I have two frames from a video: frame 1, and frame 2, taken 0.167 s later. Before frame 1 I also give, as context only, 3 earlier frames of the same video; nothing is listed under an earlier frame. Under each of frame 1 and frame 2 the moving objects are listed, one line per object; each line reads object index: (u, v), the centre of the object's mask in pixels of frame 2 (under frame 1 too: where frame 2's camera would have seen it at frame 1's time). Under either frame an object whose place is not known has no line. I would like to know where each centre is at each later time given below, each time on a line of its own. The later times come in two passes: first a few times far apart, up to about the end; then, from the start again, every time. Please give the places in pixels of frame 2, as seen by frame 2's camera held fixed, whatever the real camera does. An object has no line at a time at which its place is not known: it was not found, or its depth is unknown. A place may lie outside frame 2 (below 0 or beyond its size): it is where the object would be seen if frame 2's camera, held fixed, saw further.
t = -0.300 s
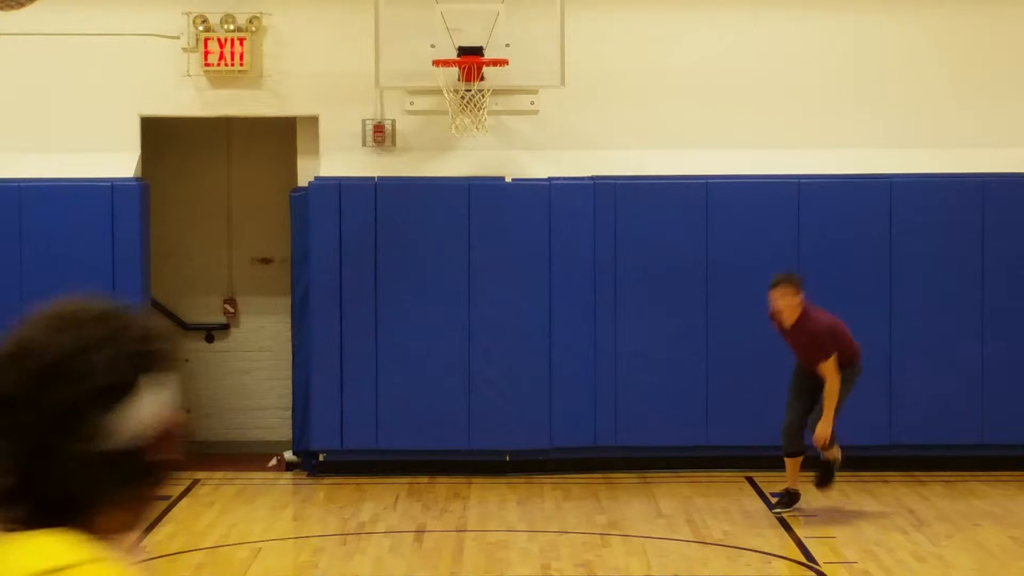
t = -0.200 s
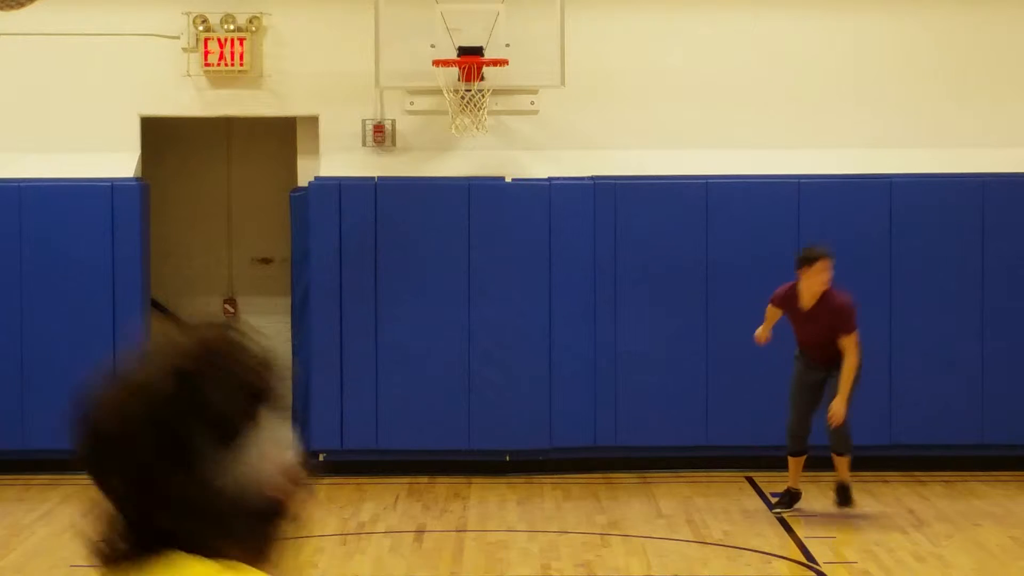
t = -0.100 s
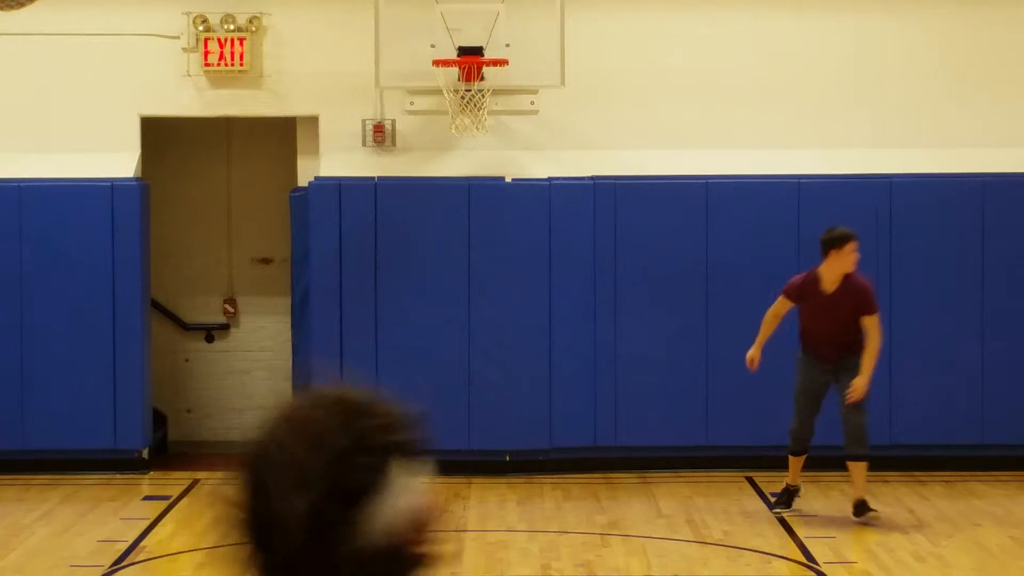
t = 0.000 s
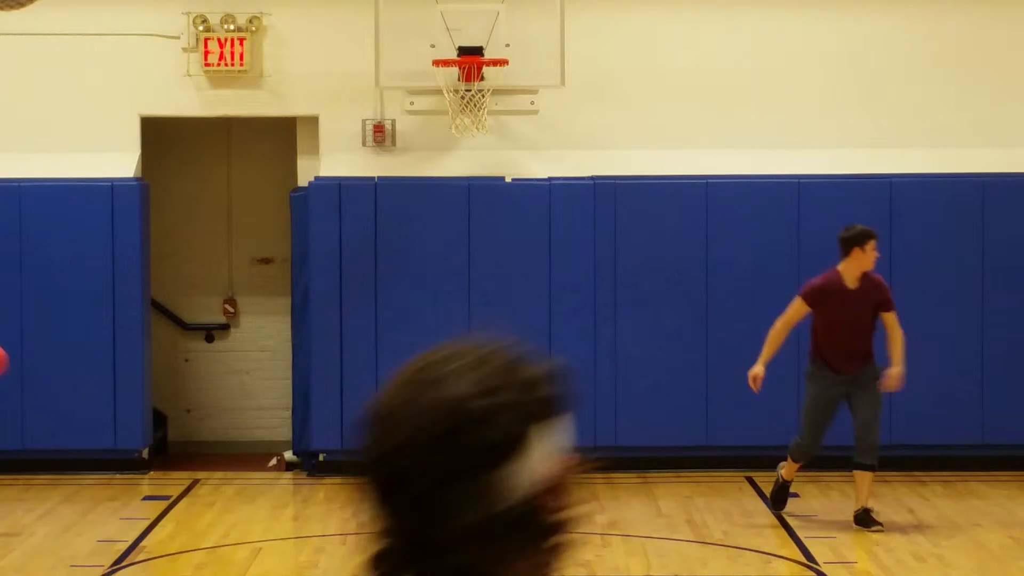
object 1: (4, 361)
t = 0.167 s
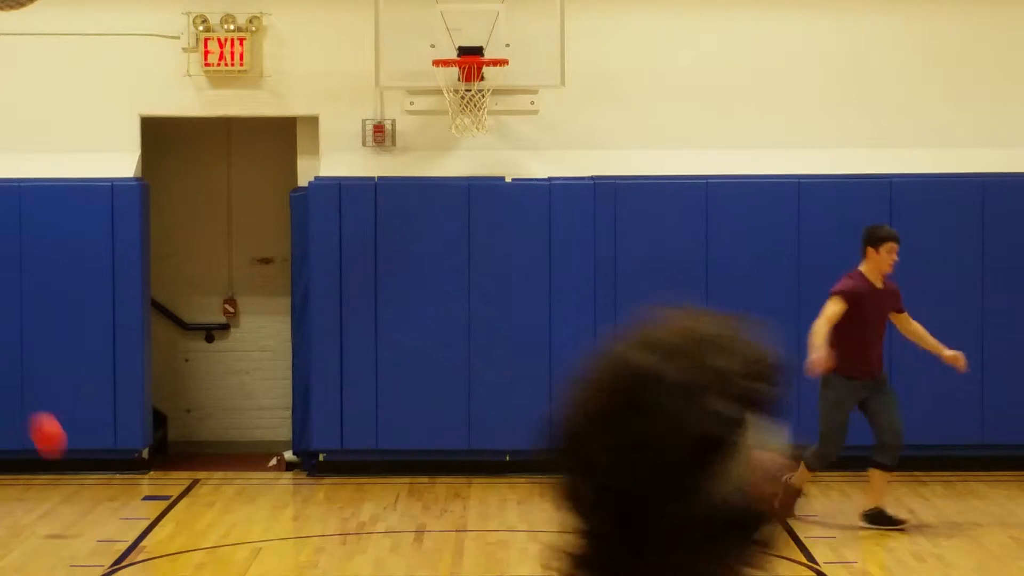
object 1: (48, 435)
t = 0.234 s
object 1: (69, 475)
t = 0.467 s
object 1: (146, 446)
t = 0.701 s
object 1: (219, 406)
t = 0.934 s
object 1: (294, 462)
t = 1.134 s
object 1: (356, 512)
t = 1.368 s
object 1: (424, 451)
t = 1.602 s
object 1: (491, 484)
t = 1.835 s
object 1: (558, 515)
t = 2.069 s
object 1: (619, 482)
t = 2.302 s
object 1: (681, 555)
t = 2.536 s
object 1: (743, 507)
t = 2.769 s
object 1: (804, 542)
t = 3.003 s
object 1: (864, 530)
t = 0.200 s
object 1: (59, 455)
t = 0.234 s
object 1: (69, 475)
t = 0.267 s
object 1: (82, 504)
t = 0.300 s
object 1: (94, 525)
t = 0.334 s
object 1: (105, 509)
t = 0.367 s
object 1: (116, 488)
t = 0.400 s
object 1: (127, 472)
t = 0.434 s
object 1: (136, 458)
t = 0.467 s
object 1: (146, 446)
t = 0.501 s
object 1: (156, 434)
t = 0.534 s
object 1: (166, 425)
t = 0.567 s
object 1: (176, 417)
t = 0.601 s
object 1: (187, 411)
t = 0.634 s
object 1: (198, 408)
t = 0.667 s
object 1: (208, 406)
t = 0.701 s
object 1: (219, 406)
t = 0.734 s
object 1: (229, 409)
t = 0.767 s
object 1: (240, 412)
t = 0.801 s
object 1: (251, 418)
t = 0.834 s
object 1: (262, 427)
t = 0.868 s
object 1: (272, 438)
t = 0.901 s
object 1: (284, 450)
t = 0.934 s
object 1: (294, 462)
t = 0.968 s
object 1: (305, 479)
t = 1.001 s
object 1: (315, 497)
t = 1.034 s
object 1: (327, 518)
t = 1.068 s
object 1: (337, 540)
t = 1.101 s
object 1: (347, 529)
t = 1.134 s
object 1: (356, 512)
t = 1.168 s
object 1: (365, 497)
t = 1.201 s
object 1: (376, 483)
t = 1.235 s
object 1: (386, 472)
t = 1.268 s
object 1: (395, 463)
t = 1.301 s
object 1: (404, 458)
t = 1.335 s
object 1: (414, 454)
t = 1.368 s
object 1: (424, 451)
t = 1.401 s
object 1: (434, 450)
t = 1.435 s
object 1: (444, 451)
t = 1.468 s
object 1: (453, 454)
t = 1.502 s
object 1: (463, 459)
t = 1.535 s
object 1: (472, 465)
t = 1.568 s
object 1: (481, 473)
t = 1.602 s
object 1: (491, 484)
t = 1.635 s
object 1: (502, 498)
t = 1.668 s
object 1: (511, 514)
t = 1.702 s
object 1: (522, 533)
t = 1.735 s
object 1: (532, 552)
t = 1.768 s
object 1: (541, 543)
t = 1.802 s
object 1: (549, 528)
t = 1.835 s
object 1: (558, 515)
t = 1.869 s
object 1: (566, 505)
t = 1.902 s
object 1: (576, 495)
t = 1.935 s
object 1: (584, 488)
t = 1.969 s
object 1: (593, 484)
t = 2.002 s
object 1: (601, 481)
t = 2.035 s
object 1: (610, 481)
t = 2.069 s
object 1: (619, 482)
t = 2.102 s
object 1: (628, 486)
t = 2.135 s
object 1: (637, 491)
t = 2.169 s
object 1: (646, 500)
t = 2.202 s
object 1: (655, 510)
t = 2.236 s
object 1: (663, 522)
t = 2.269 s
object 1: (673, 537)
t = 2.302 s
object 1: (681, 555)
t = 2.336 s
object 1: (691, 561)
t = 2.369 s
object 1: (698, 548)
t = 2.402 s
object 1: (708, 535)
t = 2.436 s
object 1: (717, 524)
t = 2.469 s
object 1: (726, 517)
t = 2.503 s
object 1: (734, 511)
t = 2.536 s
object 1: (743, 507)
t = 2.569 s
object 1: (752, 506)
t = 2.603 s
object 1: (760, 507)
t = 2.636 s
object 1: (769, 509)
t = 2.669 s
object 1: (778, 514)
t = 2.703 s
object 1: (787, 522)
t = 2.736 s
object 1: (795, 531)
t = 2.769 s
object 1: (804, 542)
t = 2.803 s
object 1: (813, 554)
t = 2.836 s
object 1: (821, 566)
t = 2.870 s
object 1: (830, 563)
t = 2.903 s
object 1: (839, 552)
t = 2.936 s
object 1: (847, 542)
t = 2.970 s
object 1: (856, 535)
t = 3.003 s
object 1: (864, 530)
